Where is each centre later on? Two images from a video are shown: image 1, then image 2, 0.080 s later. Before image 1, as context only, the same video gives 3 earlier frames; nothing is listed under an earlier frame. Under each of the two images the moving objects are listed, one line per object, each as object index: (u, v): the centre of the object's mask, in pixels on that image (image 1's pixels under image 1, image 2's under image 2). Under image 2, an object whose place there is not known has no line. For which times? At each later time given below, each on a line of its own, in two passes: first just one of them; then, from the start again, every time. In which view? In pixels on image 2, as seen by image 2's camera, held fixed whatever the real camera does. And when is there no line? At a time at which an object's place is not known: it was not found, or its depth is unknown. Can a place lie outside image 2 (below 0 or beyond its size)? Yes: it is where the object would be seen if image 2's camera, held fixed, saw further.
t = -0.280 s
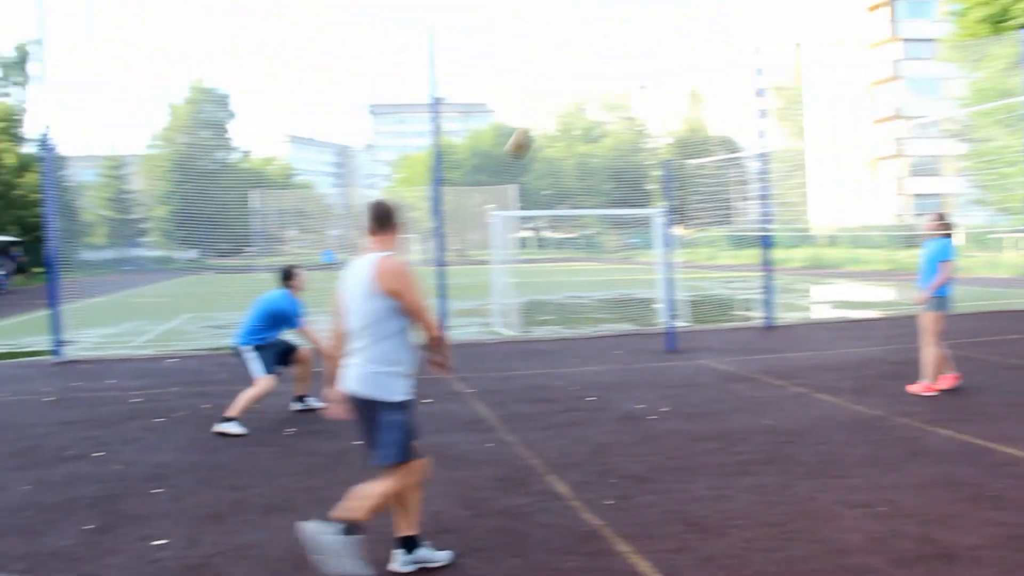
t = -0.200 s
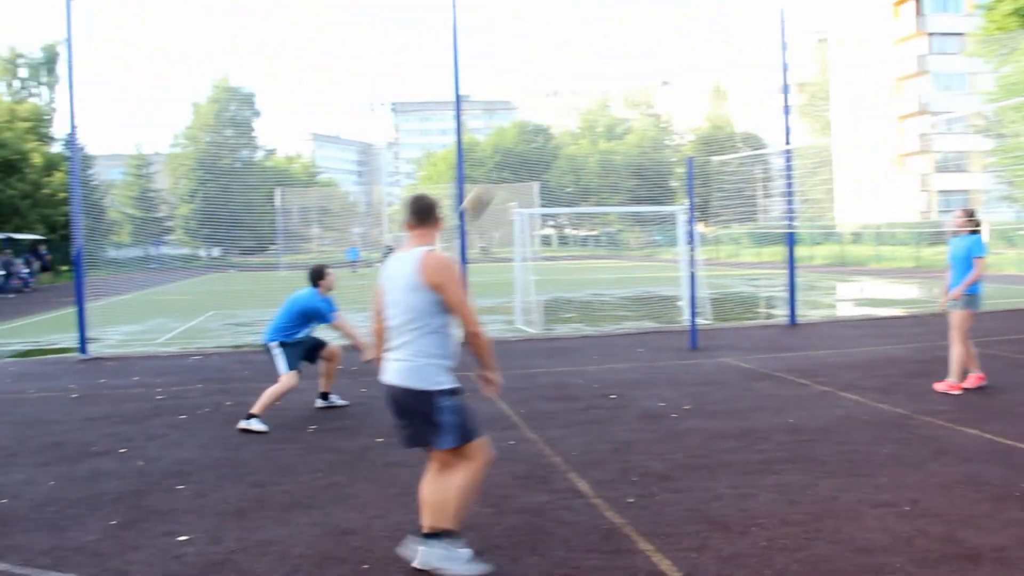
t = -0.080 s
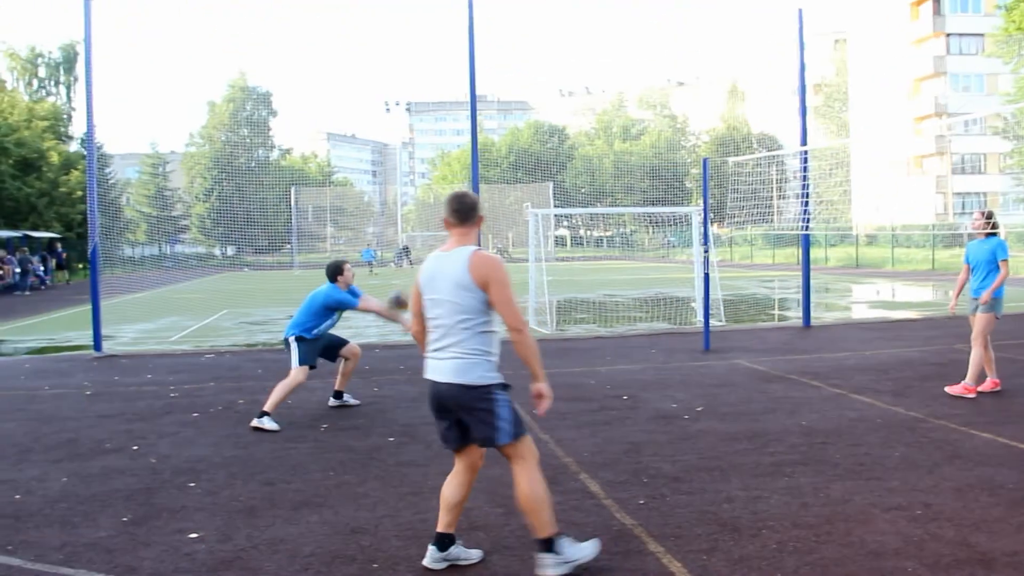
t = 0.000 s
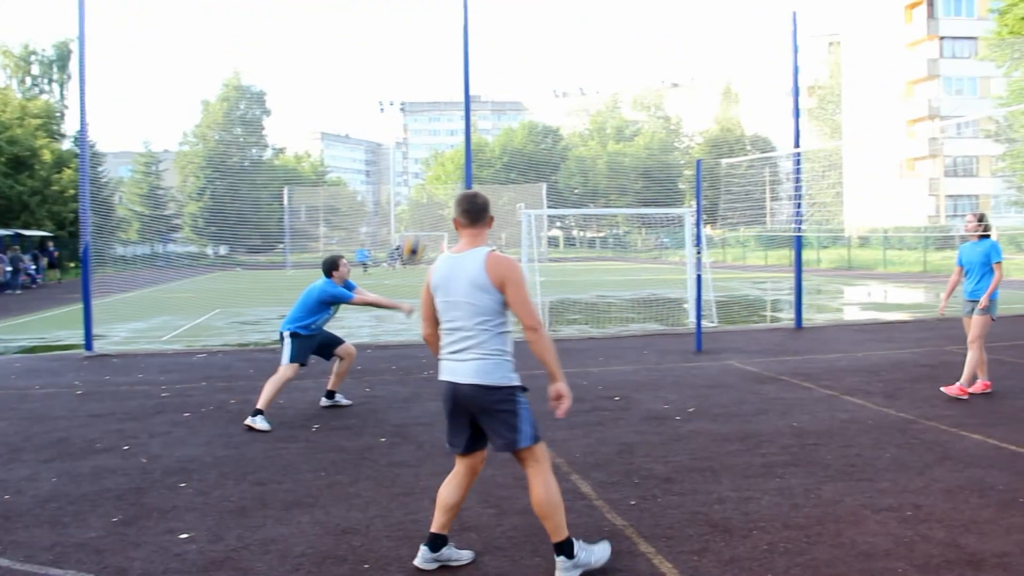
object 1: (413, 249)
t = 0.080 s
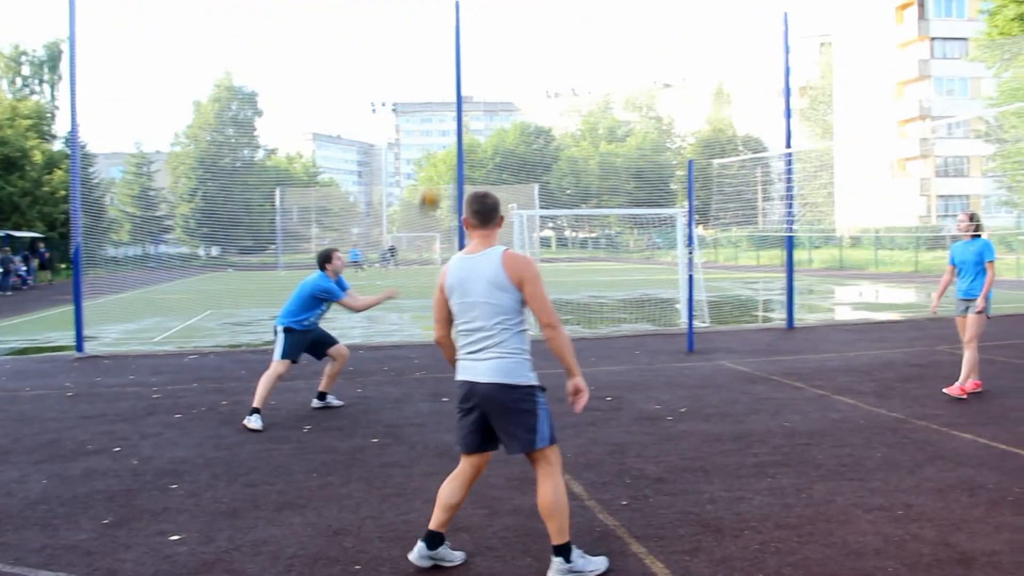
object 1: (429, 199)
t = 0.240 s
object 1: (479, 110)
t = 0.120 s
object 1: (441, 175)
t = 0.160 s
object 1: (454, 150)
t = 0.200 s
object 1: (466, 129)
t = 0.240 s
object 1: (479, 110)
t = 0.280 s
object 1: (492, 92)
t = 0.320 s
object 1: (505, 76)
